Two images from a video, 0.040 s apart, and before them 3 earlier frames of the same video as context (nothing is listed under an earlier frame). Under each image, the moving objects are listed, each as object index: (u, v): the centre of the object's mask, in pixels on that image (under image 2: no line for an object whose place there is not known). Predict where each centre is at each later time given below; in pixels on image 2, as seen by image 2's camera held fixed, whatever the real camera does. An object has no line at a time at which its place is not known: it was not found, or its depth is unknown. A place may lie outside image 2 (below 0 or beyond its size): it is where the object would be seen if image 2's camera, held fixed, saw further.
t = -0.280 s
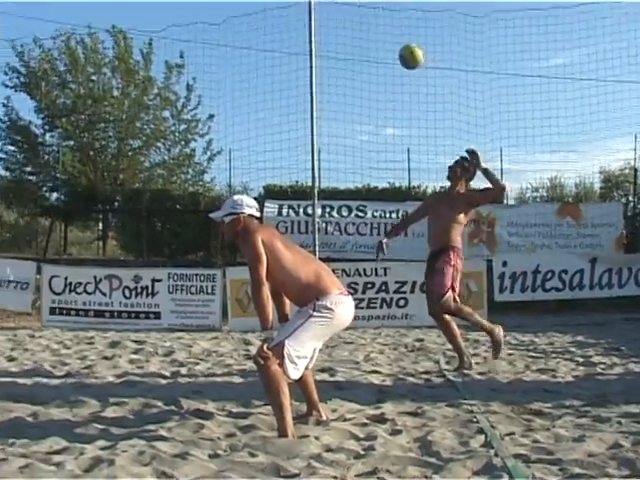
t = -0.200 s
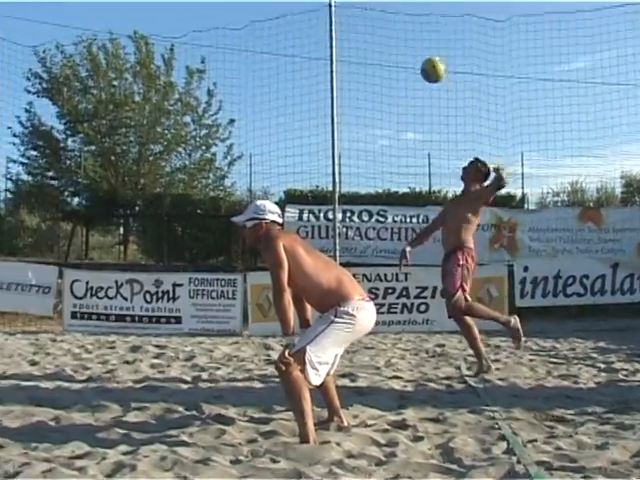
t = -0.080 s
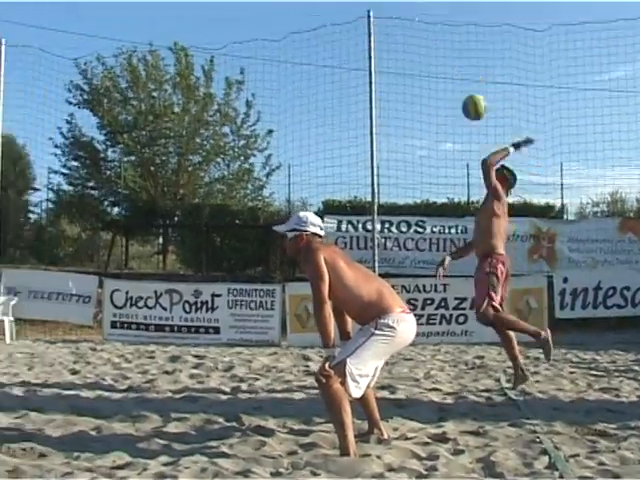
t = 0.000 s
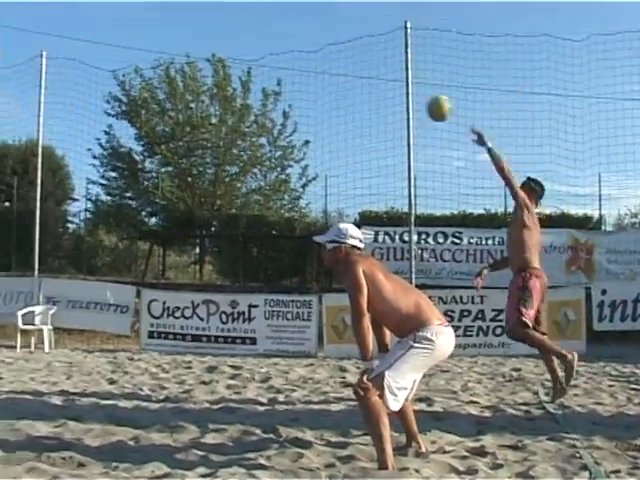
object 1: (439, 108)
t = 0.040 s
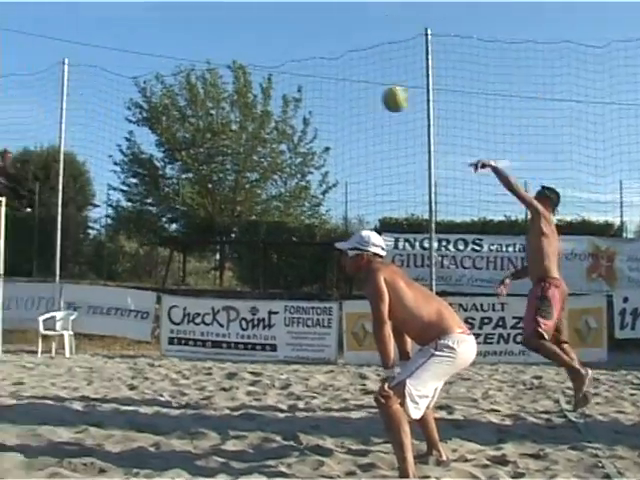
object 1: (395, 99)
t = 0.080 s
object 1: (333, 87)
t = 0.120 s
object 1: (274, 78)
